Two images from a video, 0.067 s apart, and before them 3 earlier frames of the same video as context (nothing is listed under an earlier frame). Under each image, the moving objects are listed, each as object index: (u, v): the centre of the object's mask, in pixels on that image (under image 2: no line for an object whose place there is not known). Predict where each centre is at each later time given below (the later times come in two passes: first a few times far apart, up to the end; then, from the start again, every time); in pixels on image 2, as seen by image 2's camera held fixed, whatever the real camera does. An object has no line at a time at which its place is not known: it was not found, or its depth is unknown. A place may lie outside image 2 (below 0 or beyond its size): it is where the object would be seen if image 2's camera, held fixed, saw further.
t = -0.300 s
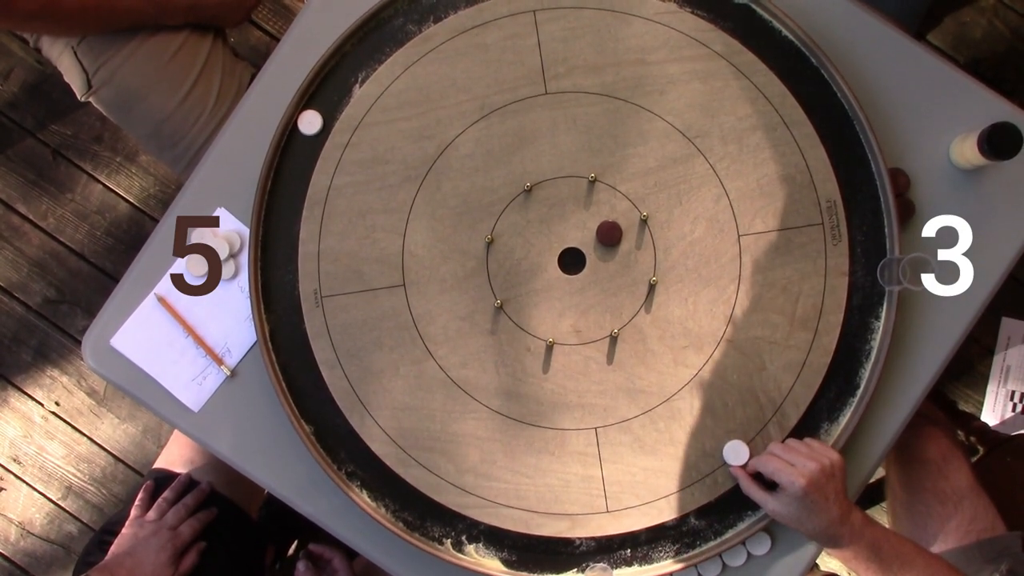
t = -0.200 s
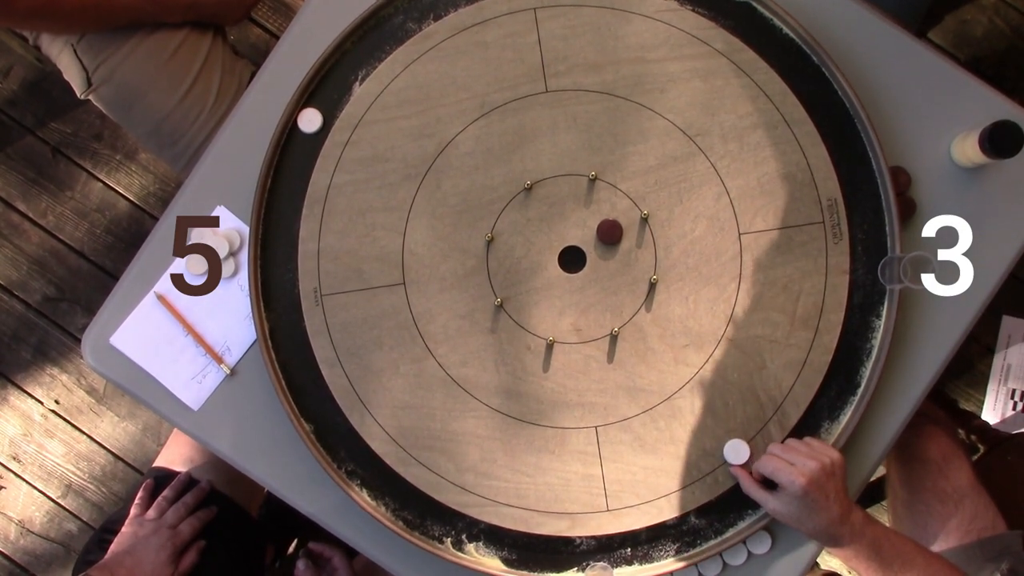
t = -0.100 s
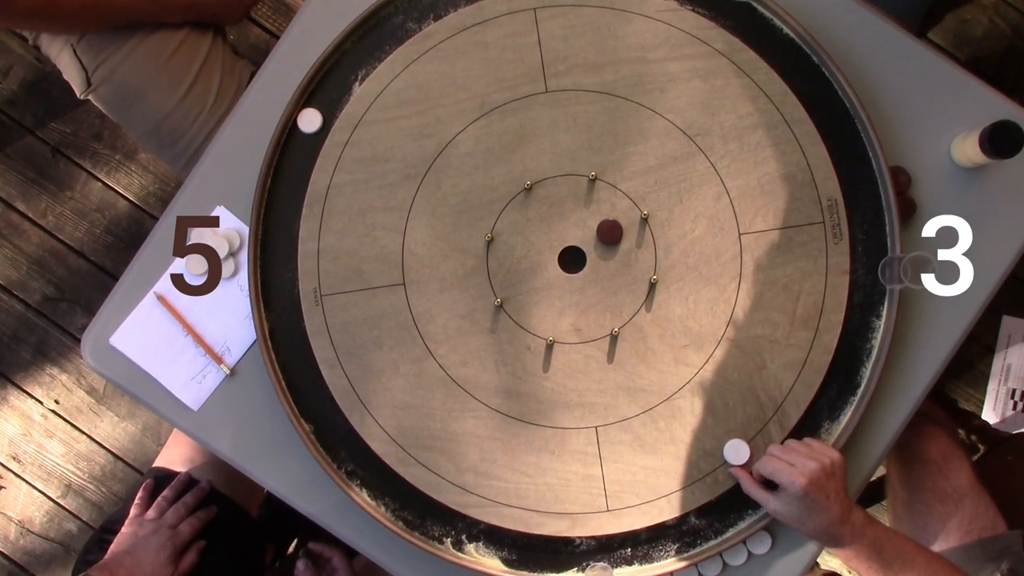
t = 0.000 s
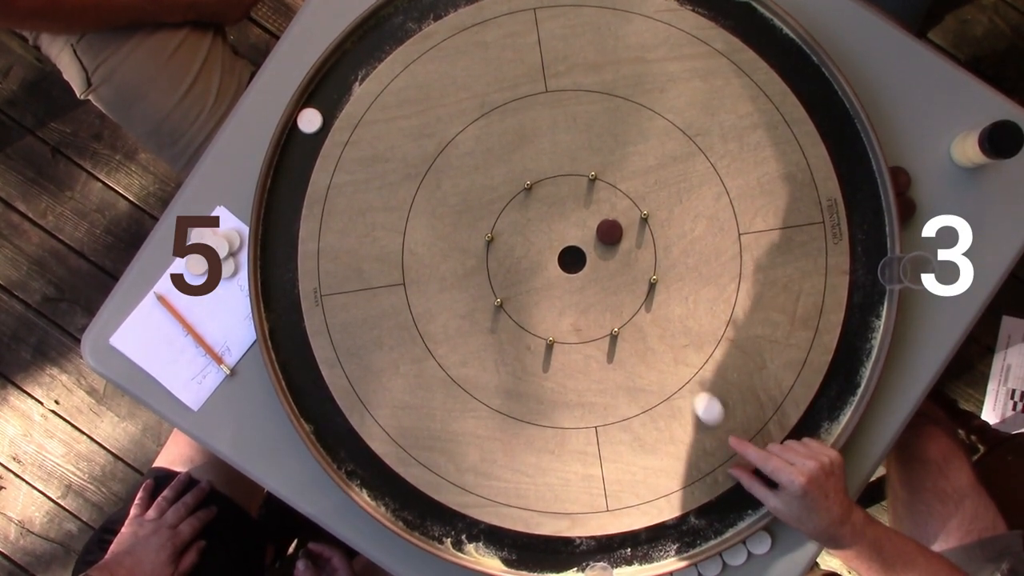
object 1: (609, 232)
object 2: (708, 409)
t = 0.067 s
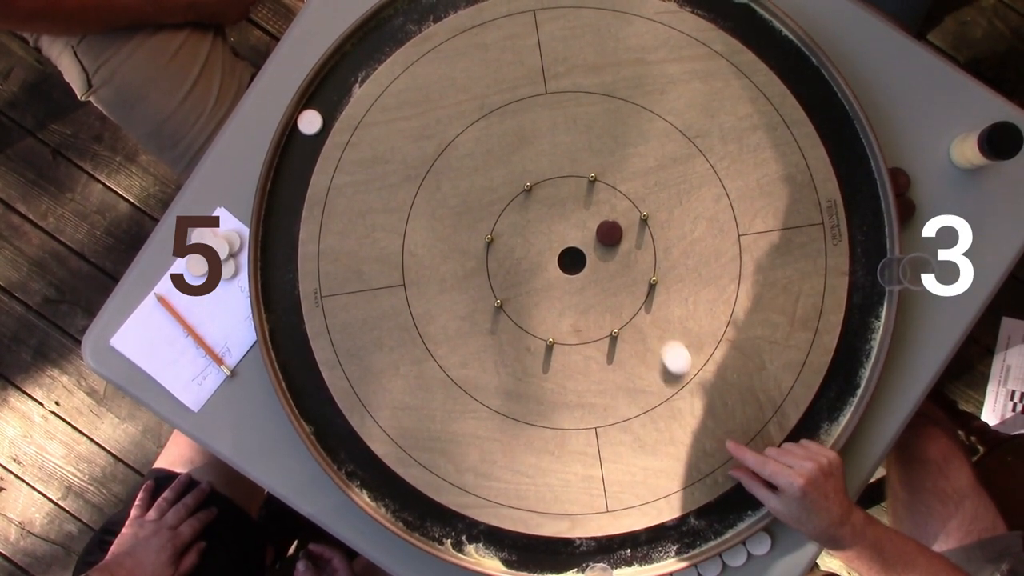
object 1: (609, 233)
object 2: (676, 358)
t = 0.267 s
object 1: (600, 199)
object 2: (603, 259)
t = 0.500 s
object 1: (637, 263)
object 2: (589, 256)
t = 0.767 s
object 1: (632, 264)
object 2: (588, 255)
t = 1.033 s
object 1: (633, 264)
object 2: (588, 255)
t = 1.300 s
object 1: (633, 264)
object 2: (588, 255)
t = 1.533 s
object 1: (633, 264)
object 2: (588, 255)
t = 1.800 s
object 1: (633, 264)
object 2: (588, 255)
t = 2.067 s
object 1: (632, 264)
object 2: (588, 255)
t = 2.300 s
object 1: (632, 263)
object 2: (589, 255)
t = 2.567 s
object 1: (633, 264)
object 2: (589, 255)
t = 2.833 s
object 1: (633, 263)
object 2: (589, 255)
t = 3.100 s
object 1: (632, 264)
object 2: (588, 255)
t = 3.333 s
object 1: (633, 263)
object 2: (588, 255)
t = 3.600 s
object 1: (632, 263)
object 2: (589, 255)
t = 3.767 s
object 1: (633, 264)
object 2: (589, 255)
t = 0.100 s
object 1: (609, 233)
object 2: (660, 333)
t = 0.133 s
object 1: (609, 233)
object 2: (646, 309)
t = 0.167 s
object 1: (609, 233)
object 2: (631, 286)
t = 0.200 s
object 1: (609, 233)
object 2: (617, 264)
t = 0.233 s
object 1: (605, 218)
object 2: (609, 259)
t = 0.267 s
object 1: (600, 199)
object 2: (603, 259)
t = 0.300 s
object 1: (604, 204)
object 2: (598, 259)
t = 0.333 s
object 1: (612, 217)
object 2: (594, 259)
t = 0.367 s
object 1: (618, 229)
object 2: (592, 260)
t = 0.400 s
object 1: (624, 239)
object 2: (591, 259)
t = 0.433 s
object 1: (629, 248)
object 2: (590, 258)
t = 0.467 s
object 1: (634, 256)
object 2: (589, 257)
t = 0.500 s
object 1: (637, 263)
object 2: (589, 256)
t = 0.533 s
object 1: (641, 268)
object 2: (588, 255)
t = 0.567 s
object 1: (638, 267)
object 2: (588, 255)
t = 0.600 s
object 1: (635, 265)
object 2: (588, 255)
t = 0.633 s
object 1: (633, 264)
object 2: (588, 255)
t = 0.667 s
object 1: (632, 264)
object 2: (588, 255)
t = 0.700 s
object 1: (632, 264)
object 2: (589, 255)
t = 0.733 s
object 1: (632, 264)
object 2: (588, 255)
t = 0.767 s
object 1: (632, 264)
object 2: (588, 255)
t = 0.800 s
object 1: (632, 264)
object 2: (588, 255)
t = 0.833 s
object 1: (632, 264)
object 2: (588, 255)
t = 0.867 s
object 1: (633, 264)
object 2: (588, 255)
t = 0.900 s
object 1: (633, 264)
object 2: (588, 255)
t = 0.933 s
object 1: (633, 264)
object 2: (588, 255)
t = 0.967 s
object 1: (633, 264)
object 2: (588, 255)
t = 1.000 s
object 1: (633, 264)
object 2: (588, 255)
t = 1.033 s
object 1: (633, 264)
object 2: (588, 255)
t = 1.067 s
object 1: (632, 264)
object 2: (588, 255)
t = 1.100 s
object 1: (632, 264)
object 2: (588, 255)
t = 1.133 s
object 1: (633, 264)
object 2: (588, 255)
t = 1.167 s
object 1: (632, 264)
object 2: (588, 255)
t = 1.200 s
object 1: (632, 264)
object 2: (588, 255)
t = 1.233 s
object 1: (633, 264)
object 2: (588, 255)
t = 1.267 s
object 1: (633, 264)
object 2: (588, 255)
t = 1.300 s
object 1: (633, 264)
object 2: (588, 255)
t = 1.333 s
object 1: (632, 264)
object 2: (588, 255)
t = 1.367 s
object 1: (632, 264)
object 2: (588, 255)
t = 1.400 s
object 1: (632, 264)
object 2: (588, 255)
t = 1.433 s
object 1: (633, 264)
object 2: (588, 255)
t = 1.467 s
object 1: (632, 263)
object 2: (588, 255)
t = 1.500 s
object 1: (632, 263)
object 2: (588, 255)
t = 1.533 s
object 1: (633, 264)
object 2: (588, 255)
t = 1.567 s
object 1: (632, 264)
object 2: (588, 255)
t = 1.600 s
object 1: (632, 264)
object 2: (588, 255)
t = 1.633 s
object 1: (632, 264)
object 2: (588, 255)
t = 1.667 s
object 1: (633, 263)
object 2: (588, 255)
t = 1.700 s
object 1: (633, 264)
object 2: (588, 255)
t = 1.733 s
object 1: (633, 264)
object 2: (588, 255)
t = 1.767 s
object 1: (633, 264)
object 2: (589, 255)
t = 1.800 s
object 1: (633, 264)
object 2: (588, 255)
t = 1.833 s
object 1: (633, 264)
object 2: (588, 255)
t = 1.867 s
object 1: (633, 264)
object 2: (588, 255)
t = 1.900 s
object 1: (632, 264)
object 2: (589, 255)
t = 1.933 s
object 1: (632, 264)
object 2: (589, 255)
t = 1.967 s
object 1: (632, 264)
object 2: (589, 255)
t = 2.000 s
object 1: (633, 264)
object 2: (588, 255)
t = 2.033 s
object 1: (633, 264)
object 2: (588, 255)
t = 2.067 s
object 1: (632, 264)
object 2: (588, 255)
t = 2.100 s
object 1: (632, 264)
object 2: (588, 255)
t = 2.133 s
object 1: (632, 264)
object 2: (588, 255)
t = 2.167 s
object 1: (633, 264)
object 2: (588, 255)
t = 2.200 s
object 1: (633, 263)
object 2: (588, 255)
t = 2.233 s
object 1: (633, 263)
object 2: (589, 255)
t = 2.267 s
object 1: (633, 264)
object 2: (588, 255)
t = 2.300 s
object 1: (632, 263)
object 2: (589, 255)
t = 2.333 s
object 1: (633, 263)
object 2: (588, 255)
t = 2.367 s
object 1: (633, 263)
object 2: (588, 255)
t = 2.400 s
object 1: (633, 263)
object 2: (588, 255)
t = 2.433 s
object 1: (632, 263)
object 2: (588, 255)
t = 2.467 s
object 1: (633, 263)
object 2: (589, 255)
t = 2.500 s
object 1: (633, 264)
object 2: (589, 255)
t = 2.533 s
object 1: (633, 264)
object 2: (589, 255)
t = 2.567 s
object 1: (633, 264)
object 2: (589, 255)
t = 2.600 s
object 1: (632, 263)
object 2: (589, 255)
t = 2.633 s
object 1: (633, 263)
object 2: (588, 255)
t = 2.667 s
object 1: (632, 263)
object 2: (589, 255)
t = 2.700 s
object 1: (633, 264)
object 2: (589, 255)
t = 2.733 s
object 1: (632, 264)
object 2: (588, 255)
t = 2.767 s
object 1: (633, 264)
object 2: (589, 255)
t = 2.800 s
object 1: (632, 264)
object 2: (589, 255)
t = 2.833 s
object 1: (633, 263)
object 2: (589, 255)
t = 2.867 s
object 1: (633, 263)
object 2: (589, 255)
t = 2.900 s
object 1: (633, 263)
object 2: (588, 255)
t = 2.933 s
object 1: (632, 263)
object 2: (588, 255)
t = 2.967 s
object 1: (632, 264)
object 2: (589, 255)
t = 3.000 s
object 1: (632, 263)
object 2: (589, 255)
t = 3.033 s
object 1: (633, 263)
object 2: (588, 255)
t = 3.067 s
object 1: (633, 263)
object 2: (588, 255)
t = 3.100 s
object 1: (632, 264)
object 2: (588, 255)
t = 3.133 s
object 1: (632, 263)
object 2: (588, 255)
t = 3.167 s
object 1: (633, 263)
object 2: (589, 255)
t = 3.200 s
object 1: (633, 263)
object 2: (588, 255)
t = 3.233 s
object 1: (633, 263)
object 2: (588, 255)
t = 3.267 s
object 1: (633, 263)
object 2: (589, 255)
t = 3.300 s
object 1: (633, 264)
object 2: (589, 255)
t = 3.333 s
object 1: (633, 263)
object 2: (588, 255)
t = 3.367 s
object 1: (633, 263)
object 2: (588, 255)
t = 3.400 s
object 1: (633, 263)
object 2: (588, 255)
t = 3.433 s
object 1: (632, 263)
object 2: (588, 255)
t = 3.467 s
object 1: (632, 263)
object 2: (588, 255)
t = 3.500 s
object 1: (632, 263)
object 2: (588, 255)
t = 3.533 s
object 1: (632, 263)
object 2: (588, 255)
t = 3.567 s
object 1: (633, 264)
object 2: (589, 255)
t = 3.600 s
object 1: (632, 263)
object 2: (589, 255)
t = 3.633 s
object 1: (632, 264)
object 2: (589, 255)
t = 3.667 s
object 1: (632, 263)
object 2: (588, 255)
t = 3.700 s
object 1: (633, 263)
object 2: (589, 255)
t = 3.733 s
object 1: (633, 264)
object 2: (589, 255)
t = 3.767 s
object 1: (633, 264)
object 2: (589, 255)
